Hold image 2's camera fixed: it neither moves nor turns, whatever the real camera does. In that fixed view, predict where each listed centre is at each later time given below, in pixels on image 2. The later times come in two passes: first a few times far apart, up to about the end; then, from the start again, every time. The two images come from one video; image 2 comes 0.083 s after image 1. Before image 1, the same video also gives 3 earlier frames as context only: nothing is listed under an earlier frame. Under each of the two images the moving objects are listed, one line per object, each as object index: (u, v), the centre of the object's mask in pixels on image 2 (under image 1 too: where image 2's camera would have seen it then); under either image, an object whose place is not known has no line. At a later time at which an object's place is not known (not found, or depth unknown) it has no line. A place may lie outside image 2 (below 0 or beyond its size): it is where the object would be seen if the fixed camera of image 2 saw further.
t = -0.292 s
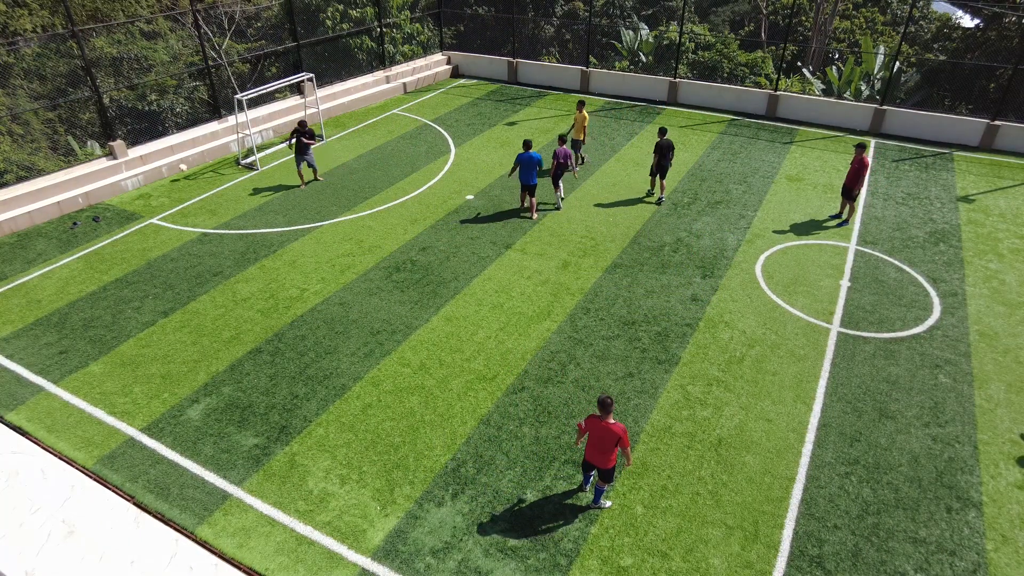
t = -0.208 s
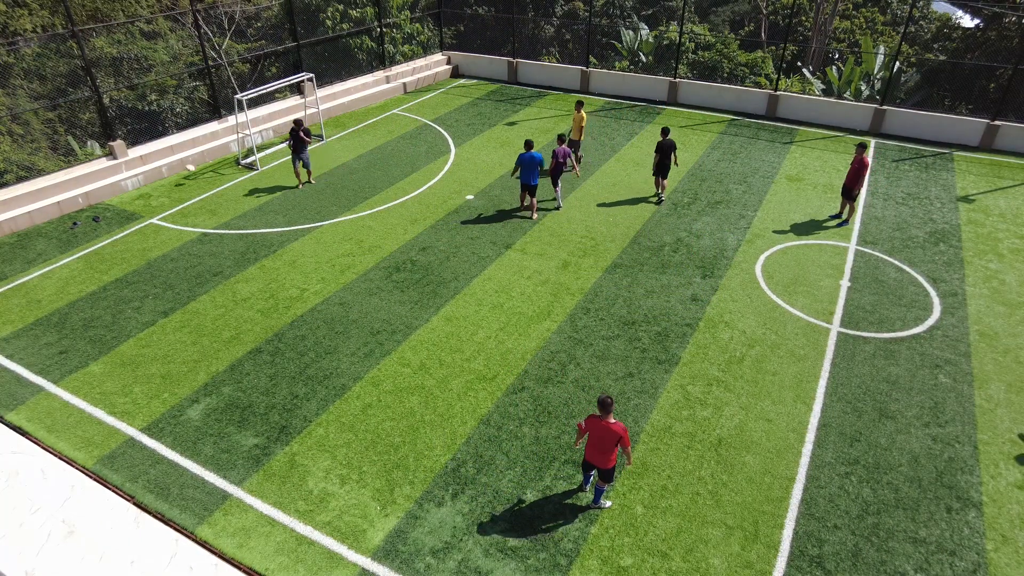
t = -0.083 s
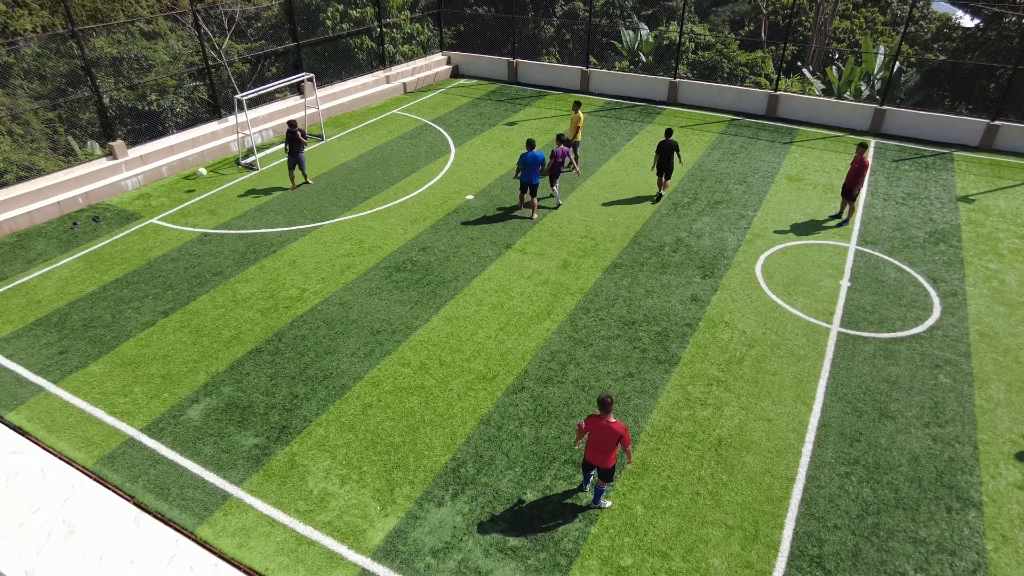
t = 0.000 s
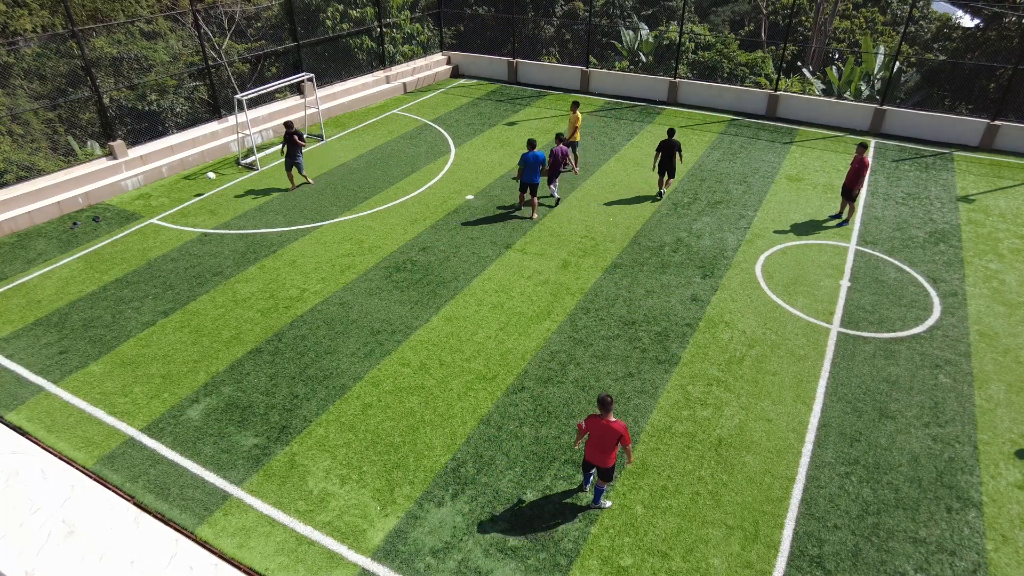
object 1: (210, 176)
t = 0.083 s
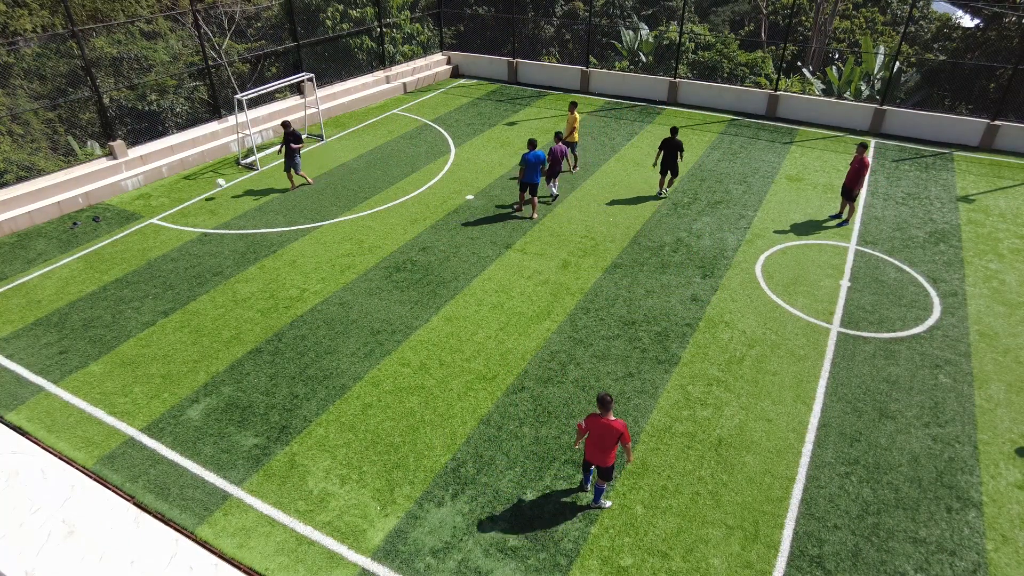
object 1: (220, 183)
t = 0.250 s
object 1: (242, 201)
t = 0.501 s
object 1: (258, 211)
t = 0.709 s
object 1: (278, 223)
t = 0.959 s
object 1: (290, 229)
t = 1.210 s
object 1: (304, 235)
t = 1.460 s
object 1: (318, 243)
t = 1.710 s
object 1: (332, 250)
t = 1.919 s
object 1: (343, 255)
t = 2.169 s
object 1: (357, 262)
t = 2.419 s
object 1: (370, 268)
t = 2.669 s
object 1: (383, 274)
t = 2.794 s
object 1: (390, 277)
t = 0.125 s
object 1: (226, 186)
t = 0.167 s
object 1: (231, 190)
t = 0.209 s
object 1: (236, 196)
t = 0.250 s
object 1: (242, 201)
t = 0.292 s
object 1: (246, 205)
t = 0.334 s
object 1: (249, 204)
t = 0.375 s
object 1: (251, 204)
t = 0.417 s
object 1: (255, 204)
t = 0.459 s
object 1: (258, 205)
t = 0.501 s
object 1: (258, 211)
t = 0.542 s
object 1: (262, 213)
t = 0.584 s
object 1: (265, 216)
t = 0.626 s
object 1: (270, 218)
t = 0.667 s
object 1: (275, 220)
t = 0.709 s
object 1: (278, 223)
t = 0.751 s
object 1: (279, 223)
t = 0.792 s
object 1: (281, 223)
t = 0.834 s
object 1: (284, 224)
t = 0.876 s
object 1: (285, 226)
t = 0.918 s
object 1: (288, 227)
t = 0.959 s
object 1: (290, 229)
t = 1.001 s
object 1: (293, 230)
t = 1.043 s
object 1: (295, 231)
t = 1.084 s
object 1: (297, 232)
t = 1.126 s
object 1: (299, 233)
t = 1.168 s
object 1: (302, 235)
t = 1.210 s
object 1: (304, 235)
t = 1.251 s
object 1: (307, 237)
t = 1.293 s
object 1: (309, 238)
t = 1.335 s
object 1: (311, 239)
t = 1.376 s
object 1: (313, 240)
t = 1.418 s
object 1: (316, 241)
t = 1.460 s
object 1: (318, 243)
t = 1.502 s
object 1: (320, 244)
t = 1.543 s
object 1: (323, 245)
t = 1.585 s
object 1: (325, 246)
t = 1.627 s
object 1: (326, 247)
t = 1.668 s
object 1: (329, 248)
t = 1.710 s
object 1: (332, 250)
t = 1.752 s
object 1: (334, 251)
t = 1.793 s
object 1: (336, 252)
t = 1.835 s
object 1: (339, 253)
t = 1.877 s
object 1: (341, 254)
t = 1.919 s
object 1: (343, 255)
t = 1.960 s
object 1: (345, 257)
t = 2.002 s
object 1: (347, 258)
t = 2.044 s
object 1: (350, 258)
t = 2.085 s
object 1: (352, 260)
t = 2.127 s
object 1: (354, 261)
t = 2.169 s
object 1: (357, 262)
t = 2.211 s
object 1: (359, 263)
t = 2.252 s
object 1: (361, 264)
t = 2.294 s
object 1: (363, 265)
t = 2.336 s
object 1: (366, 266)
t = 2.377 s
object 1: (367, 267)
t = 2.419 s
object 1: (370, 268)
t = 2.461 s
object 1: (372, 269)
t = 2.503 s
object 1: (375, 270)
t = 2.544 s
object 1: (377, 271)
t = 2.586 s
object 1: (379, 272)
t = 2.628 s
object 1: (381, 273)
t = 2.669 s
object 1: (383, 274)
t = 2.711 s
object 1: (386, 275)
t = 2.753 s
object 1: (388, 276)
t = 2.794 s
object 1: (390, 277)
